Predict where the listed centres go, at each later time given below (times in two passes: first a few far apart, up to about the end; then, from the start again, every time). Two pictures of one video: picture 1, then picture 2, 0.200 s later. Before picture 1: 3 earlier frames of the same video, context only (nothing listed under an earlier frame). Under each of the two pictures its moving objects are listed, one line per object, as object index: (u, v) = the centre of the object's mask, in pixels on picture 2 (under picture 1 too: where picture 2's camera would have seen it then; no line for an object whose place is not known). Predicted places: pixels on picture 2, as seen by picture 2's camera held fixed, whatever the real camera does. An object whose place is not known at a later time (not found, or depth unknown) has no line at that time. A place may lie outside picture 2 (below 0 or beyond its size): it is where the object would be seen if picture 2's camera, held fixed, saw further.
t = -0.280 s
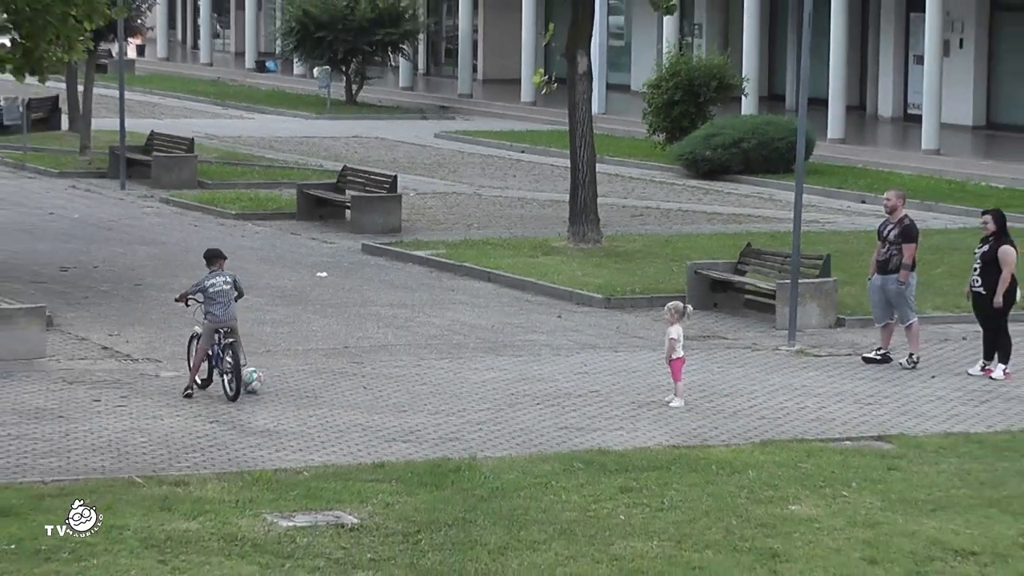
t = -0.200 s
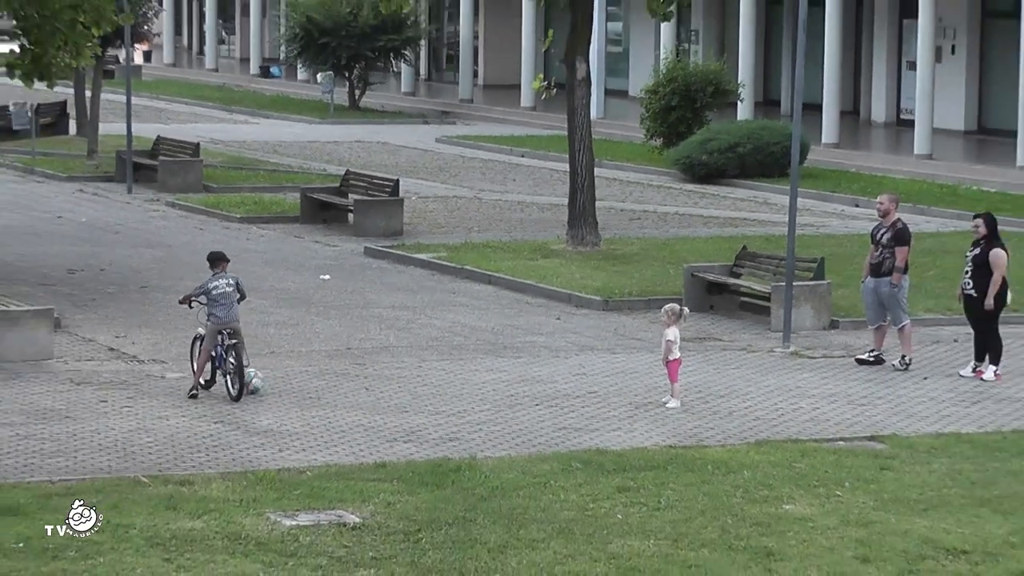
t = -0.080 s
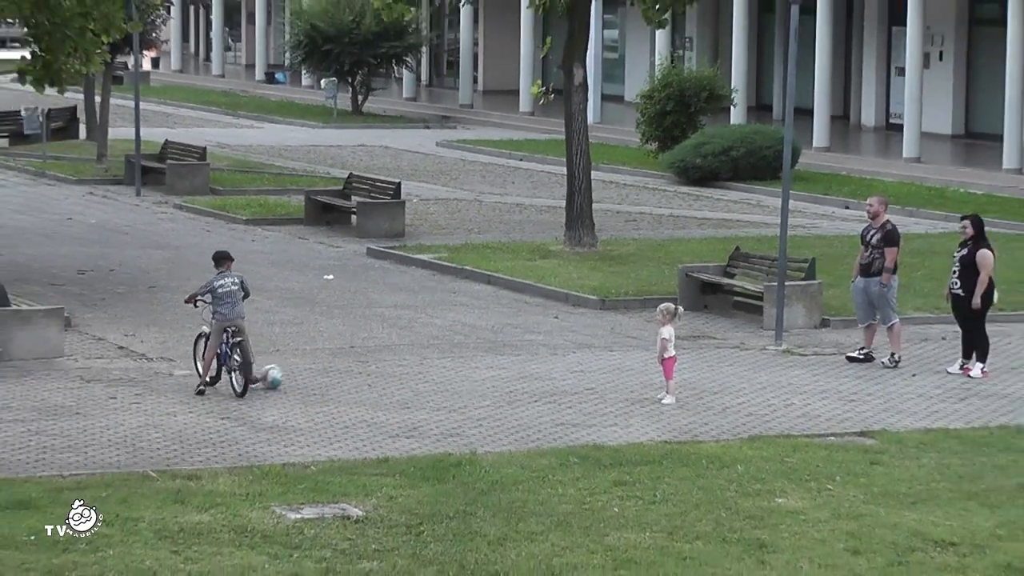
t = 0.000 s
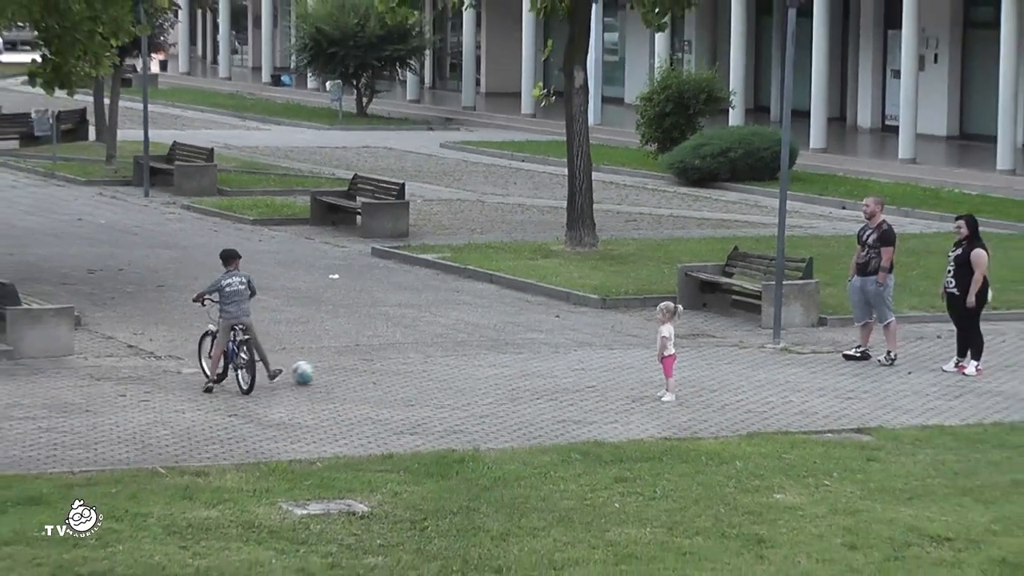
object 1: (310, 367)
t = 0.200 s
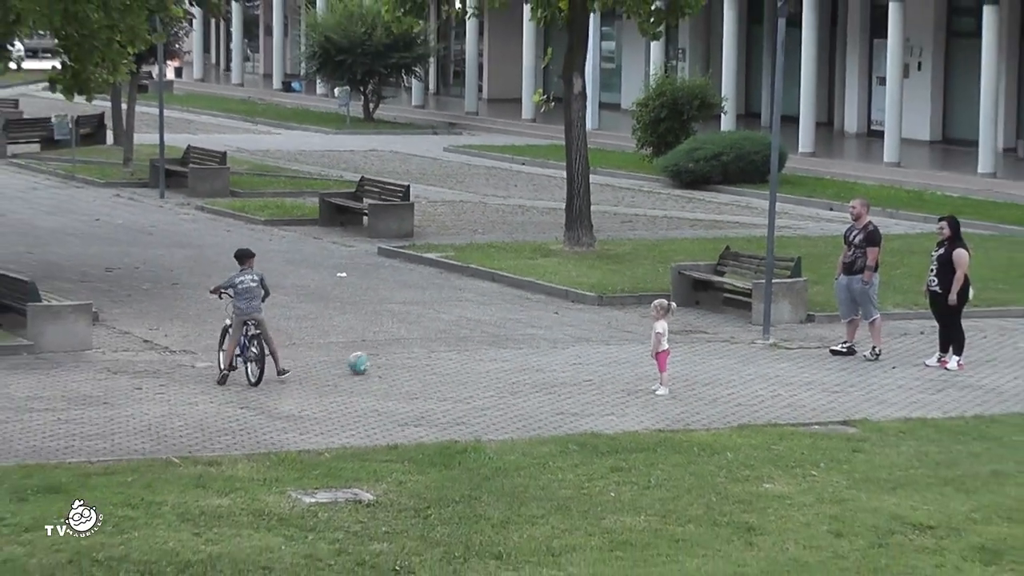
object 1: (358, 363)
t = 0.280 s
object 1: (374, 362)
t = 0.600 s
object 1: (426, 358)
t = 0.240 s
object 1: (366, 362)
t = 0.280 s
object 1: (374, 362)
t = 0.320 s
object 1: (381, 362)
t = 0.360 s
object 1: (388, 361)
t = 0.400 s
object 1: (395, 361)
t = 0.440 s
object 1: (402, 360)
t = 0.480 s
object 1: (408, 359)
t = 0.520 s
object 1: (414, 360)
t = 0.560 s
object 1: (421, 358)
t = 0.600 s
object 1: (426, 358)
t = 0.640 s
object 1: (433, 357)
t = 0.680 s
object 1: (439, 357)
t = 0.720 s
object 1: (446, 356)
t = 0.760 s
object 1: (451, 356)
